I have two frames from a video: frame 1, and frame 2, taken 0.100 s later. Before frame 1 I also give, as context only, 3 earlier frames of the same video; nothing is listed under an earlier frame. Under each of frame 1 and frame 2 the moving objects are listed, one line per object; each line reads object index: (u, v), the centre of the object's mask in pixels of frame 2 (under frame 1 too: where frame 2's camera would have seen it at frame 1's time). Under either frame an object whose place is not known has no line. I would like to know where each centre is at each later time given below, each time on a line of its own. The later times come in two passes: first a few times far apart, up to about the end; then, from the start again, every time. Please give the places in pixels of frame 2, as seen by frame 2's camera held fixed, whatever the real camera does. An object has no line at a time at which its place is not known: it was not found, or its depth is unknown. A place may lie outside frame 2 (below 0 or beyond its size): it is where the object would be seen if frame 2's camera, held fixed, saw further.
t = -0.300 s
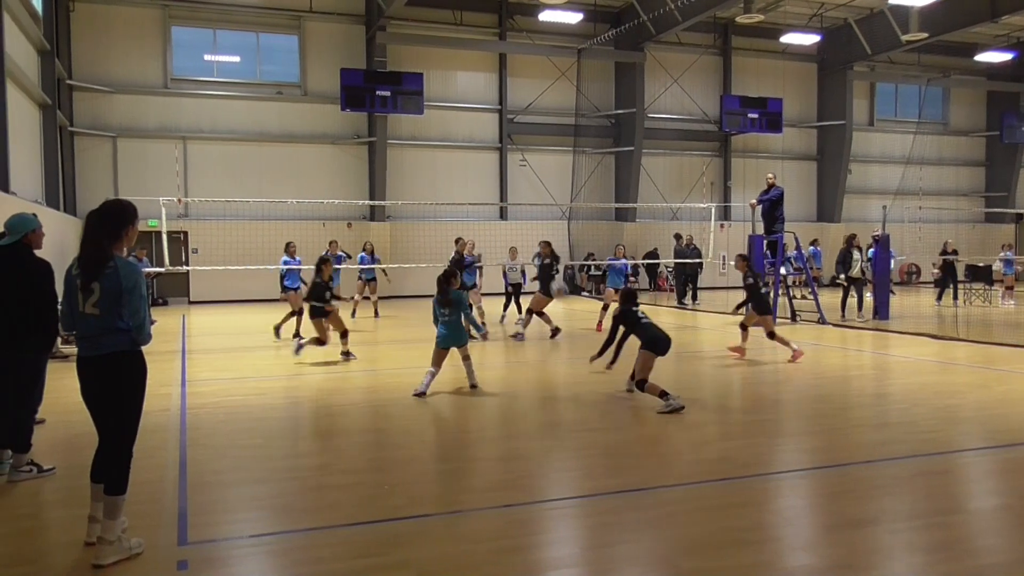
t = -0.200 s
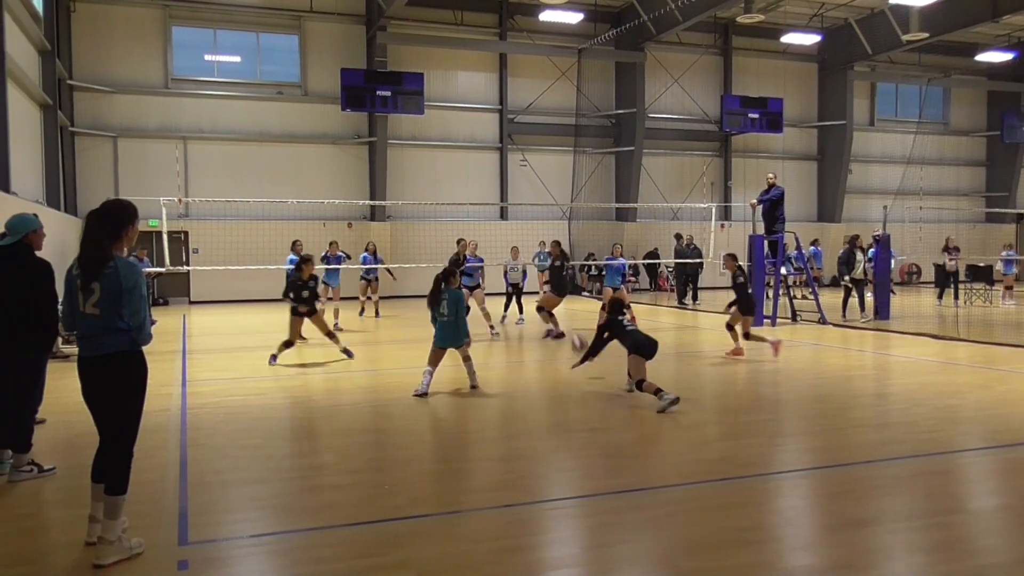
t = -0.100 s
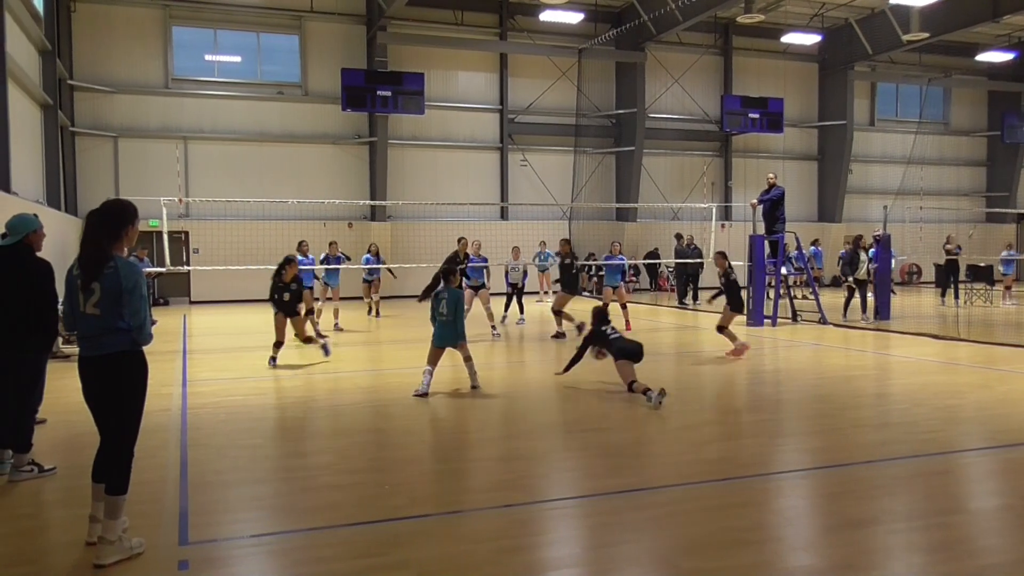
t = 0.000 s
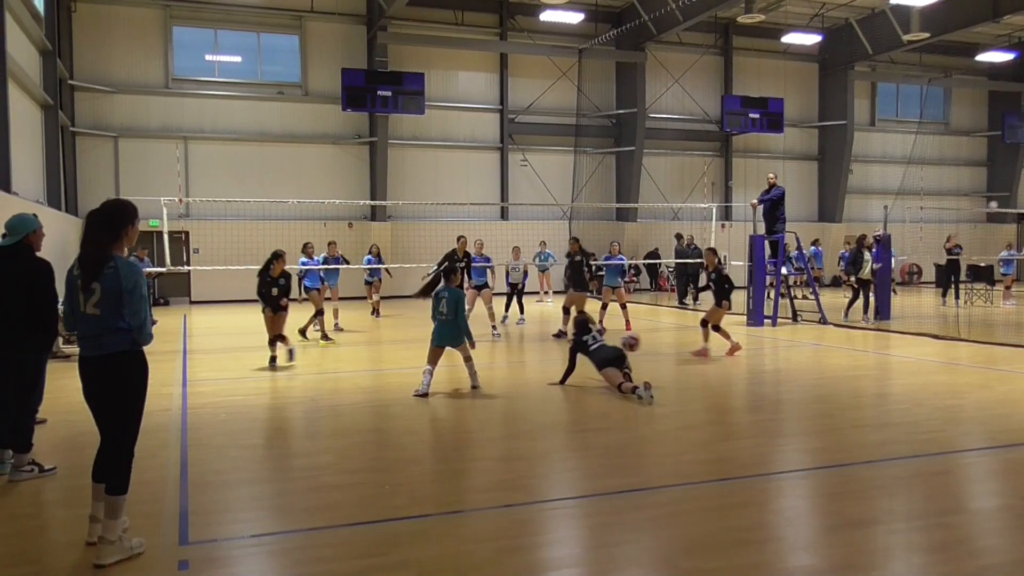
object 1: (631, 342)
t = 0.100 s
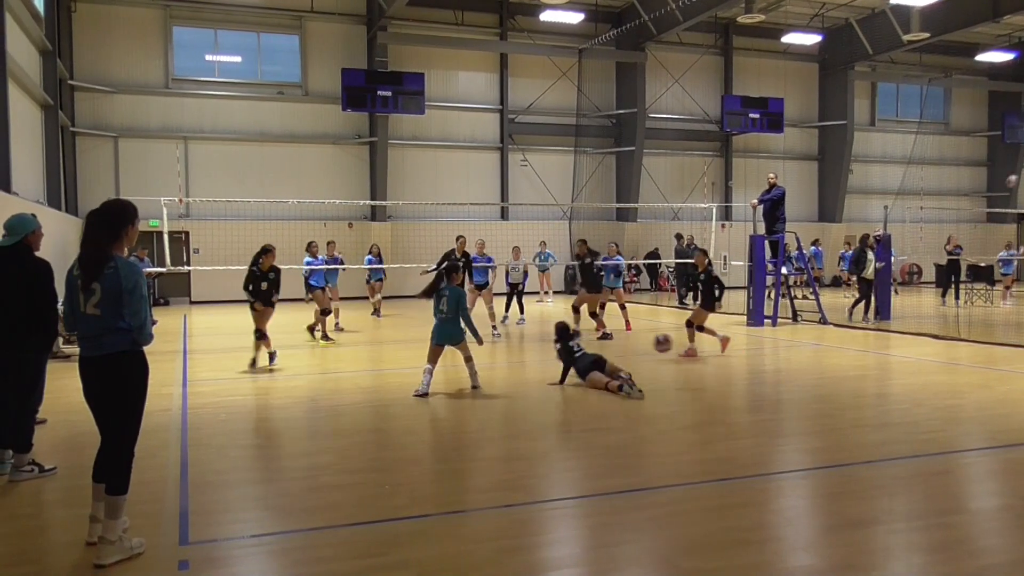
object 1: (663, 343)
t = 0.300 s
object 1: (730, 373)
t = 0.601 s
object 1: (814, 363)
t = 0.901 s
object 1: (902, 392)
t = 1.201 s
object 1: (1004, 407)
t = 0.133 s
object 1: (674, 346)
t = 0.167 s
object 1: (685, 349)
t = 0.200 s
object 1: (695, 354)
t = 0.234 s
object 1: (707, 359)
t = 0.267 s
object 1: (719, 366)
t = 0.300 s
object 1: (730, 373)
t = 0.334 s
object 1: (742, 383)
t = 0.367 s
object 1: (753, 383)
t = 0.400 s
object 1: (760, 376)
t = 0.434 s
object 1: (769, 371)
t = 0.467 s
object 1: (778, 367)
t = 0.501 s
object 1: (787, 364)
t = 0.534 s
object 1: (796, 363)
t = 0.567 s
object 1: (805, 362)
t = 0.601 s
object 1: (814, 363)
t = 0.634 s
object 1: (823, 364)
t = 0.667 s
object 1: (832, 367)
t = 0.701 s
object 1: (842, 371)
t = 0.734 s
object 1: (852, 377)
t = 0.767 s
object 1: (862, 383)
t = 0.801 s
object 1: (871, 392)
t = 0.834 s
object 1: (882, 402)
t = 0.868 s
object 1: (891, 397)
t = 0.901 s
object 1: (902, 392)
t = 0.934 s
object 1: (913, 388)
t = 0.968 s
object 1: (924, 386)
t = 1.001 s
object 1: (935, 385)
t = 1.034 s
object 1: (946, 386)
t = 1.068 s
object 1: (957, 387)
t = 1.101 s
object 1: (969, 390)
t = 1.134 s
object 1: (980, 394)
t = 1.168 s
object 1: (992, 400)
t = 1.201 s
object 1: (1004, 407)
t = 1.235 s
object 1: (1012, 415)
